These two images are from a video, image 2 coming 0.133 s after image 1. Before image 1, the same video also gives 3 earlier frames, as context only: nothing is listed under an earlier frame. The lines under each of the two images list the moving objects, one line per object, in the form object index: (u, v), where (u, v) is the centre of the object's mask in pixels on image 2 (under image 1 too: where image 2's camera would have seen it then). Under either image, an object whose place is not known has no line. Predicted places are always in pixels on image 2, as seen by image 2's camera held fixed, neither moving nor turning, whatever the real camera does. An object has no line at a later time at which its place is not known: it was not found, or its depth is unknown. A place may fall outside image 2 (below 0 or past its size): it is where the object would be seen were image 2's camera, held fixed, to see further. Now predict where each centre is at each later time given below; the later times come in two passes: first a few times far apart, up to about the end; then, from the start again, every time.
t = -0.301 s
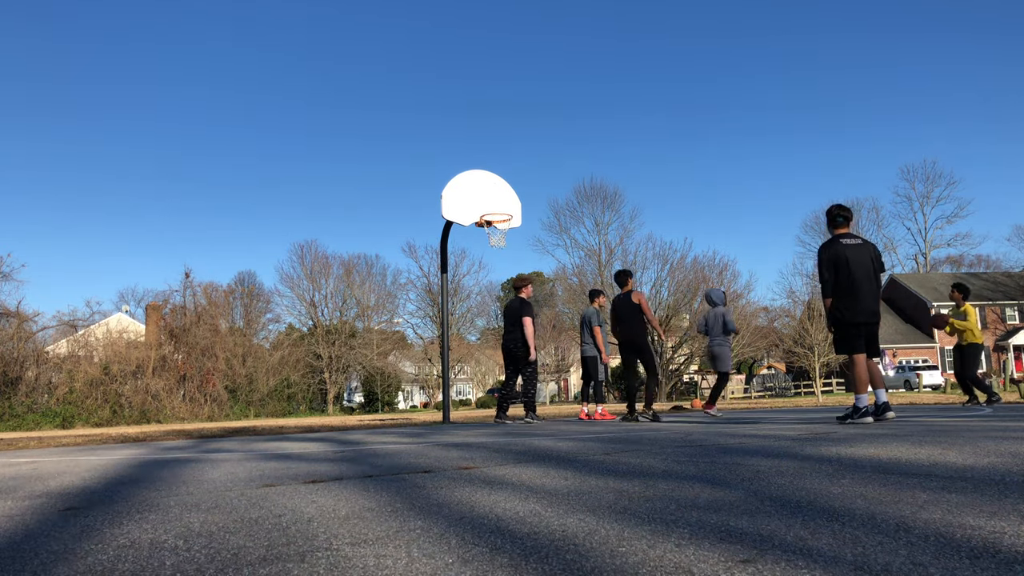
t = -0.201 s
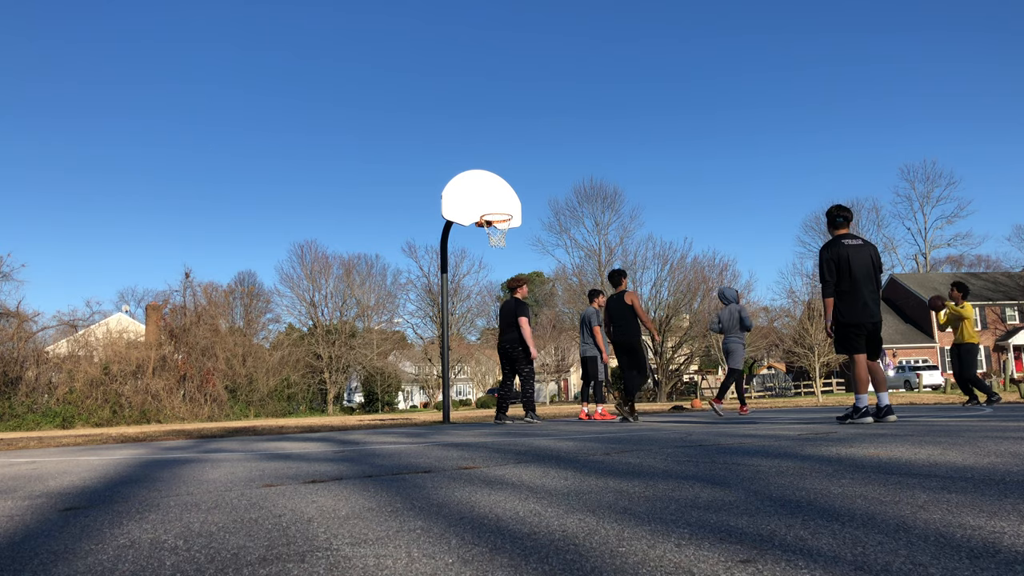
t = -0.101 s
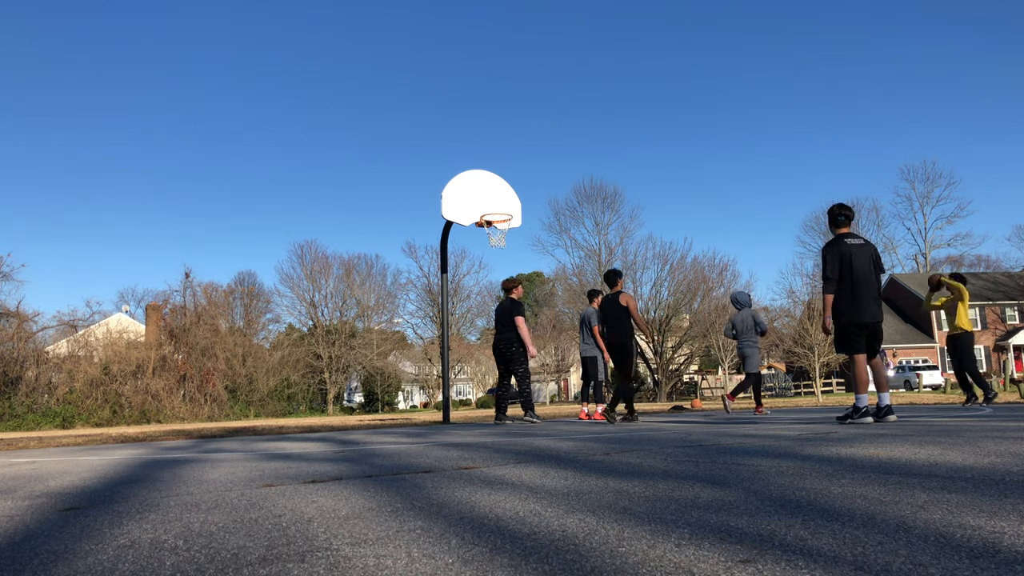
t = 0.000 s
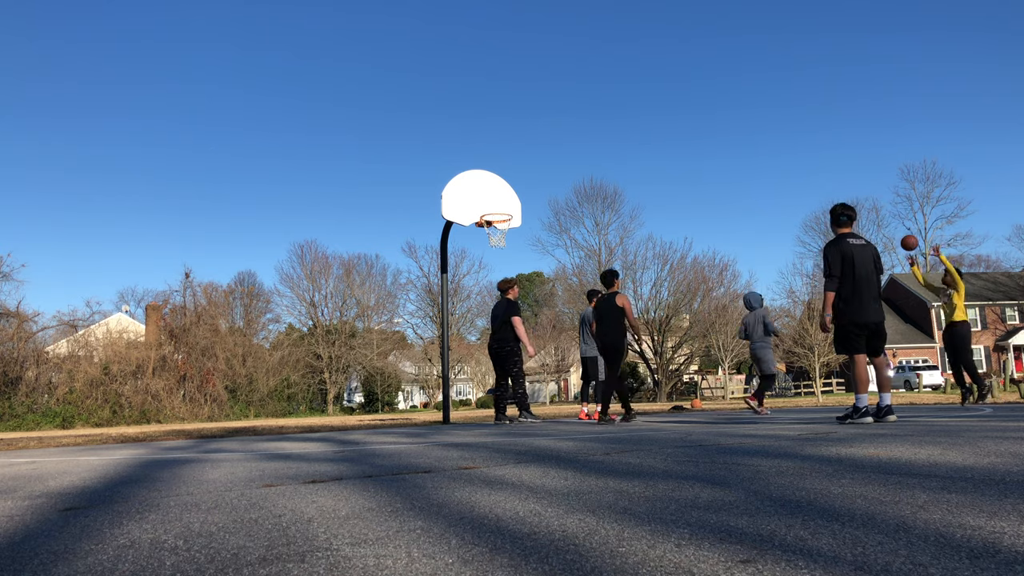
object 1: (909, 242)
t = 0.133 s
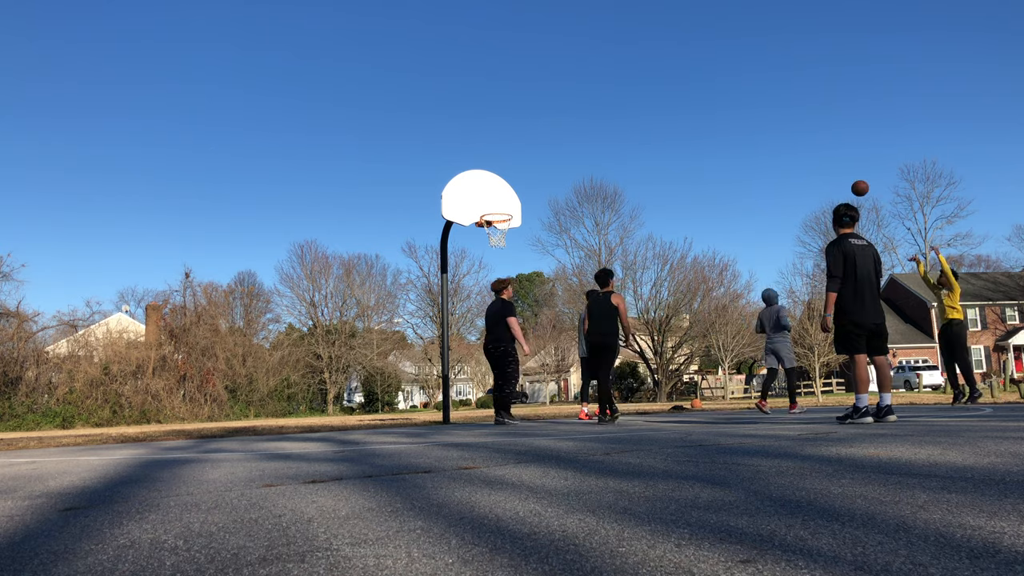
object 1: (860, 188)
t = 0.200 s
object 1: (836, 165)
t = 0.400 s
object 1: (771, 116)
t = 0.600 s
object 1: (711, 92)
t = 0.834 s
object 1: (646, 97)
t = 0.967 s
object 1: (610, 114)
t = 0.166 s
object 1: (848, 176)
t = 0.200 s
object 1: (836, 165)
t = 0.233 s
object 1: (825, 155)
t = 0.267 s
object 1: (813, 146)
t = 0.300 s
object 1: (802, 138)
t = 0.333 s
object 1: (792, 130)
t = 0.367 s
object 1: (781, 122)
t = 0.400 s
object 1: (771, 116)
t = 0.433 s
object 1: (760, 110)
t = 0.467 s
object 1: (750, 105)
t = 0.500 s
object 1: (740, 101)
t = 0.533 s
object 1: (730, 98)
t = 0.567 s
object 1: (720, 94)
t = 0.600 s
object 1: (711, 92)
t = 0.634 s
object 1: (701, 91)
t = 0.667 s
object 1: (692, 90)
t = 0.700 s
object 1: (682, 90)
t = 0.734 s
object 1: (673, 91)
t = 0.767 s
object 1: (664, 92)
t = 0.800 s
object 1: (655, 94)
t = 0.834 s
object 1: (646, 97)
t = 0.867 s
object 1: (637, 100)
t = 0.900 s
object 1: (628, 104)
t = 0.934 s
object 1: (619, 109)
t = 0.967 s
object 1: (610, 114)
